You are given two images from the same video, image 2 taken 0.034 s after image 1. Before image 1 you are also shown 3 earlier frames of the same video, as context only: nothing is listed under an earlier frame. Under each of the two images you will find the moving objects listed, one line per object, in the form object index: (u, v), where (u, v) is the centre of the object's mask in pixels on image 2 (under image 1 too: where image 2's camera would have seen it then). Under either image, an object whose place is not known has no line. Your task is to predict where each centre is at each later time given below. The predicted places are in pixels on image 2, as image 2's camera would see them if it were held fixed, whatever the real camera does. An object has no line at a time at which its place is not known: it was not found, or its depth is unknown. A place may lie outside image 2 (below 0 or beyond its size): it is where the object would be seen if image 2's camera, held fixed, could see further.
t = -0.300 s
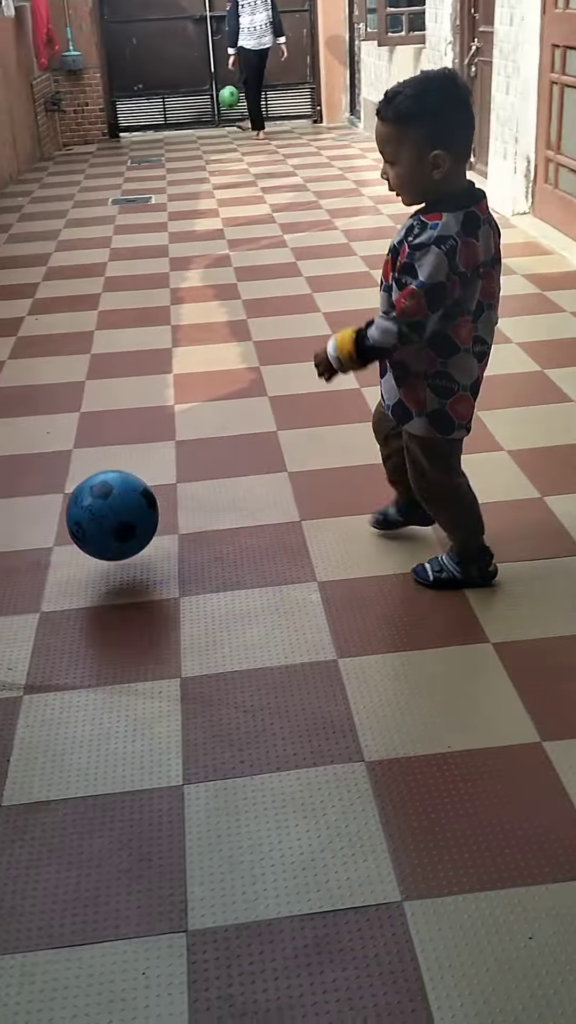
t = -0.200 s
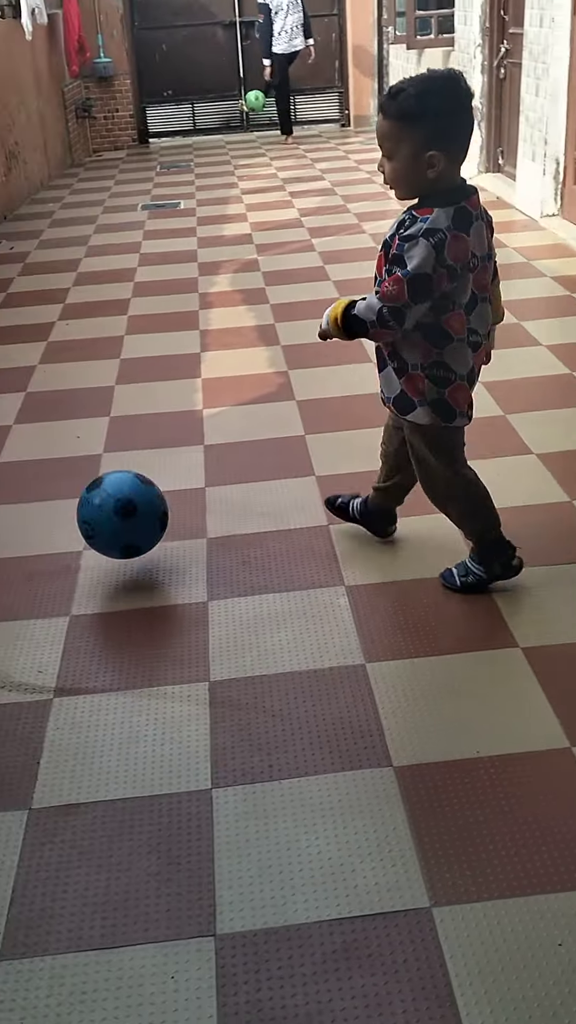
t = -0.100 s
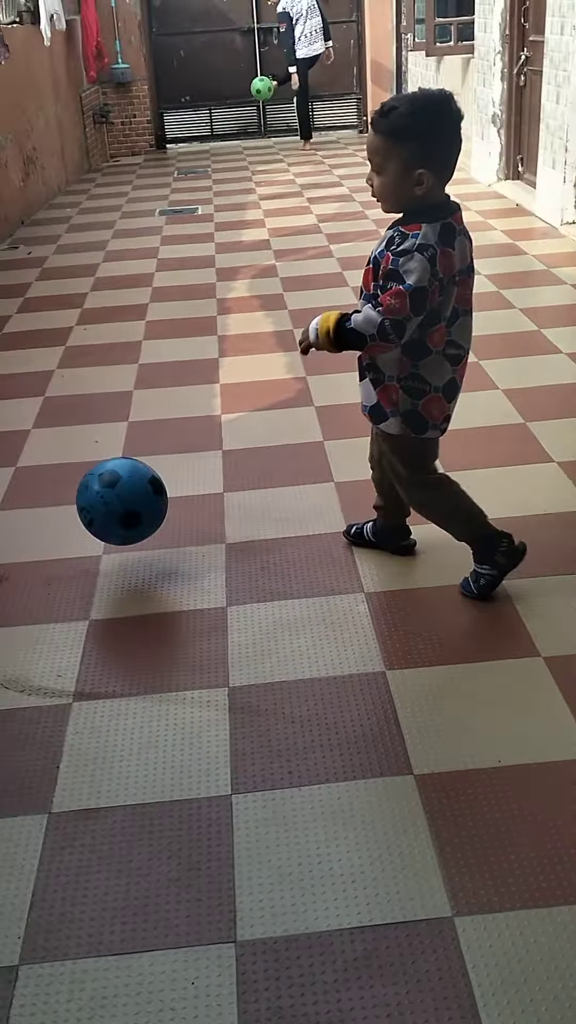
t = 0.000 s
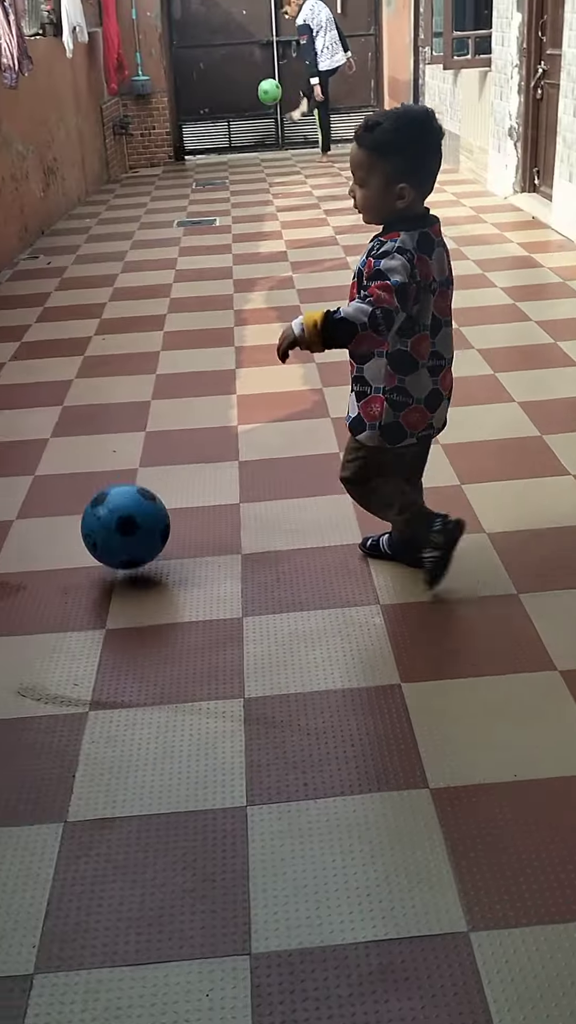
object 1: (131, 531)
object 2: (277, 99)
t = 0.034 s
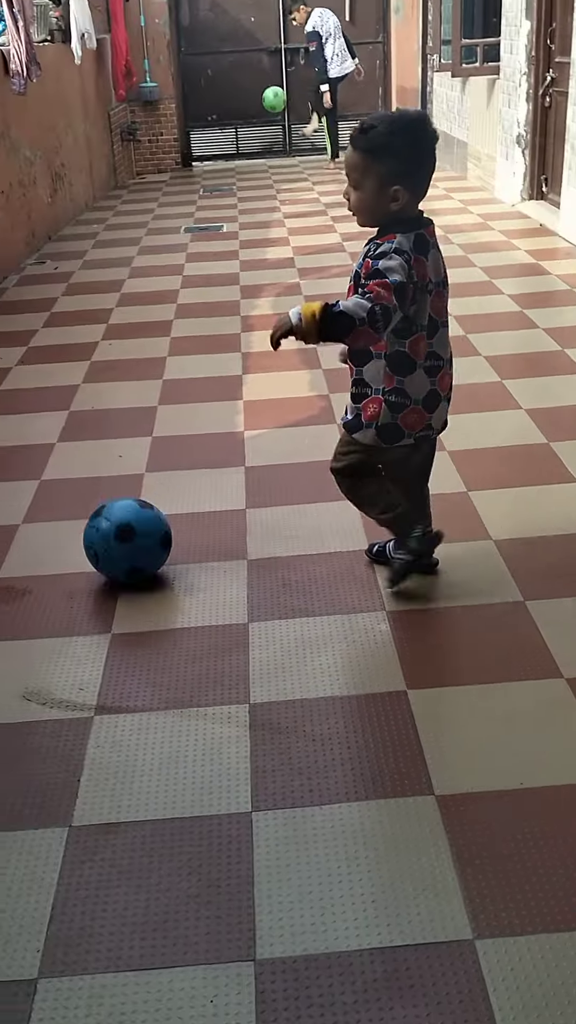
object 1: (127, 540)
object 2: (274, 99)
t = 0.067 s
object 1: (121, 528)
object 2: (272, 102)
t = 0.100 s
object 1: (115, 518)
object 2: (270, 106)
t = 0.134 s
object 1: (109, 513)
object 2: (270, 111)
